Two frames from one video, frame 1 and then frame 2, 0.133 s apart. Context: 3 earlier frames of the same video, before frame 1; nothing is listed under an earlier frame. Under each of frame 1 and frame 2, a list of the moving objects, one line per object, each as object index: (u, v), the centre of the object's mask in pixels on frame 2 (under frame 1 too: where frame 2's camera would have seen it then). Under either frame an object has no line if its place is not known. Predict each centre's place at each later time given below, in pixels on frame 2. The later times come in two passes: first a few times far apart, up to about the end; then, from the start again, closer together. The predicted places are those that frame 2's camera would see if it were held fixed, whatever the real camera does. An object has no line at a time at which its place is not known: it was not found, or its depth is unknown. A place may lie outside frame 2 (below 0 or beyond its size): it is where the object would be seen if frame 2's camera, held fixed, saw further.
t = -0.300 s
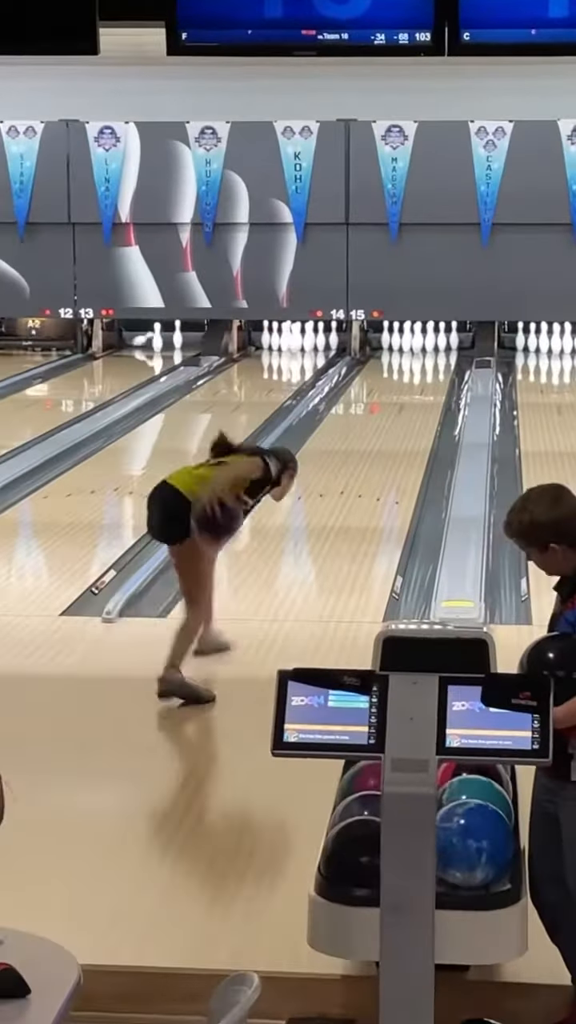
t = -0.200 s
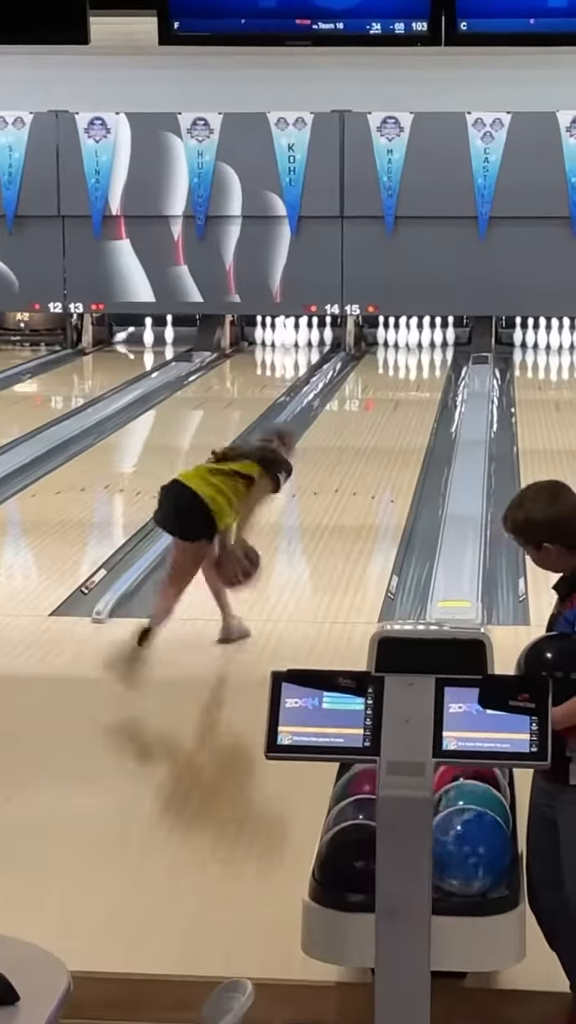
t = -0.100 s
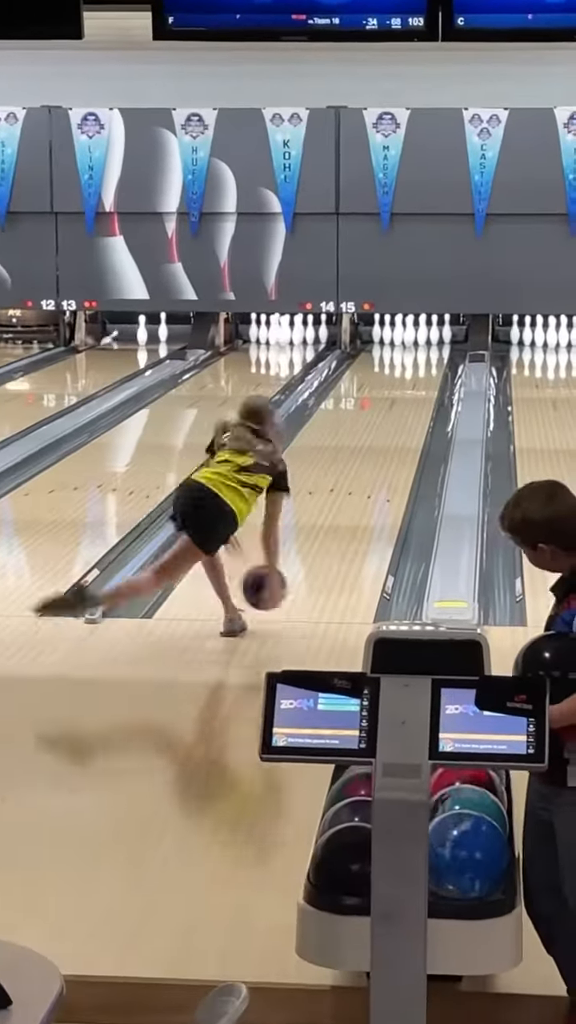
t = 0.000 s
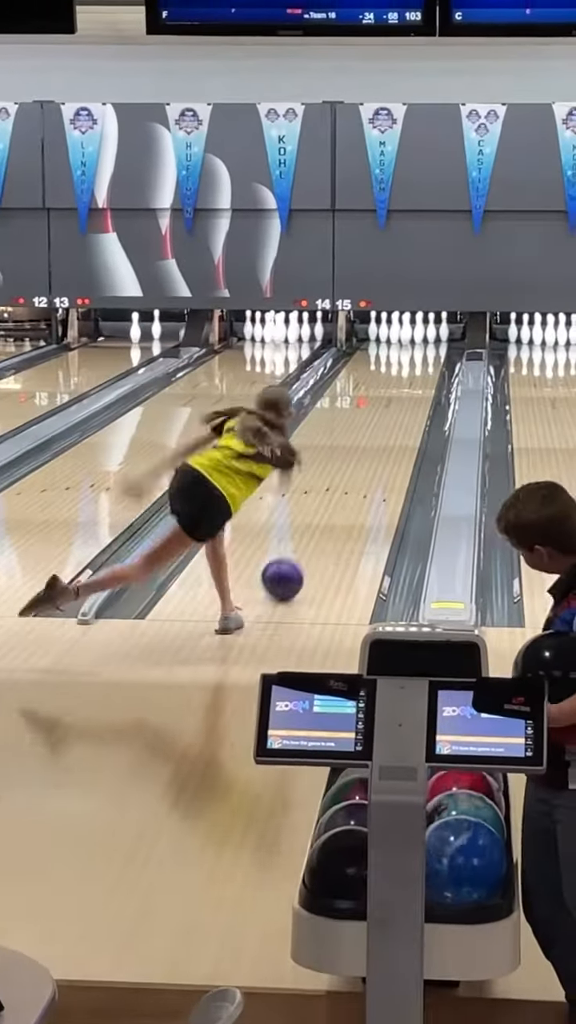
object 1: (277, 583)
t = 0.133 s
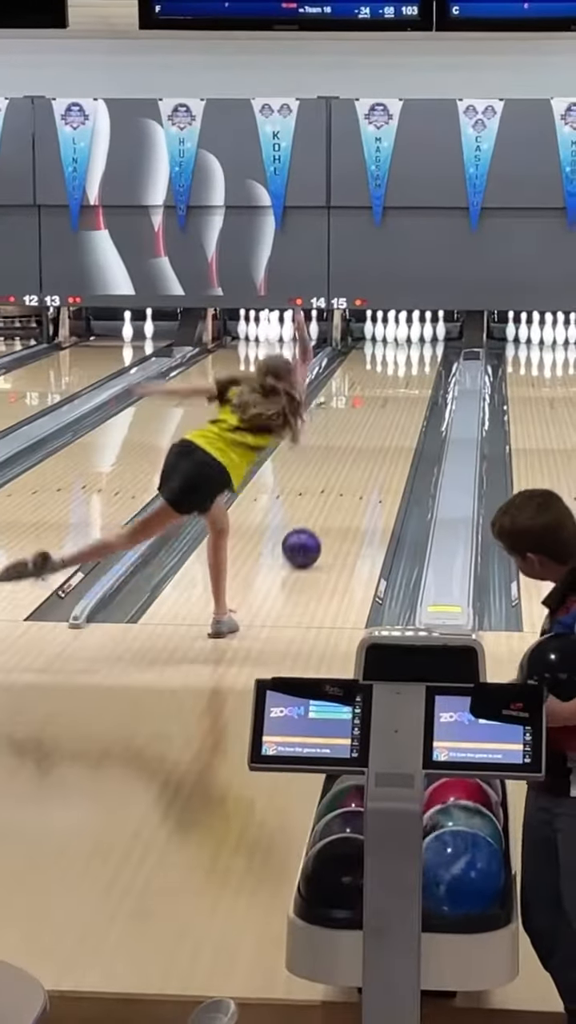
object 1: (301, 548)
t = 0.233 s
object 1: (316, 525)
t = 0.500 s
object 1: (348, 475)
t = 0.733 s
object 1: (370, 440)
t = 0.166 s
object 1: (306, 540)
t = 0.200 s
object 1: (311, 532)
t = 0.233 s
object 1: (316, 525)
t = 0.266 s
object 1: (321, 518)
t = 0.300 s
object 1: (325, 512)
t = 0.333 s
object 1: (329, 504)
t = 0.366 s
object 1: (333, 498)
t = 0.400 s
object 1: (337, 492)
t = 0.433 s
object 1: (341, 486)
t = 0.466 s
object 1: (344, 480)
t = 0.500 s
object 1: (348, 475)
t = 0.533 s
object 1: (351, 469)
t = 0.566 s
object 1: (354, 464)
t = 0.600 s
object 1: (357, 458)
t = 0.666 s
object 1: (364, 449)
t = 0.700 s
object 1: (366, 444)
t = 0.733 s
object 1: (370, 440)
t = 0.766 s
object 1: (373, 437)
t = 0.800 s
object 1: (375, 432)
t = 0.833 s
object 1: (377, 428)
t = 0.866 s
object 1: (379, 424)
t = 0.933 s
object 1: (384, 416)
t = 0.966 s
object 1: (386, 412)
